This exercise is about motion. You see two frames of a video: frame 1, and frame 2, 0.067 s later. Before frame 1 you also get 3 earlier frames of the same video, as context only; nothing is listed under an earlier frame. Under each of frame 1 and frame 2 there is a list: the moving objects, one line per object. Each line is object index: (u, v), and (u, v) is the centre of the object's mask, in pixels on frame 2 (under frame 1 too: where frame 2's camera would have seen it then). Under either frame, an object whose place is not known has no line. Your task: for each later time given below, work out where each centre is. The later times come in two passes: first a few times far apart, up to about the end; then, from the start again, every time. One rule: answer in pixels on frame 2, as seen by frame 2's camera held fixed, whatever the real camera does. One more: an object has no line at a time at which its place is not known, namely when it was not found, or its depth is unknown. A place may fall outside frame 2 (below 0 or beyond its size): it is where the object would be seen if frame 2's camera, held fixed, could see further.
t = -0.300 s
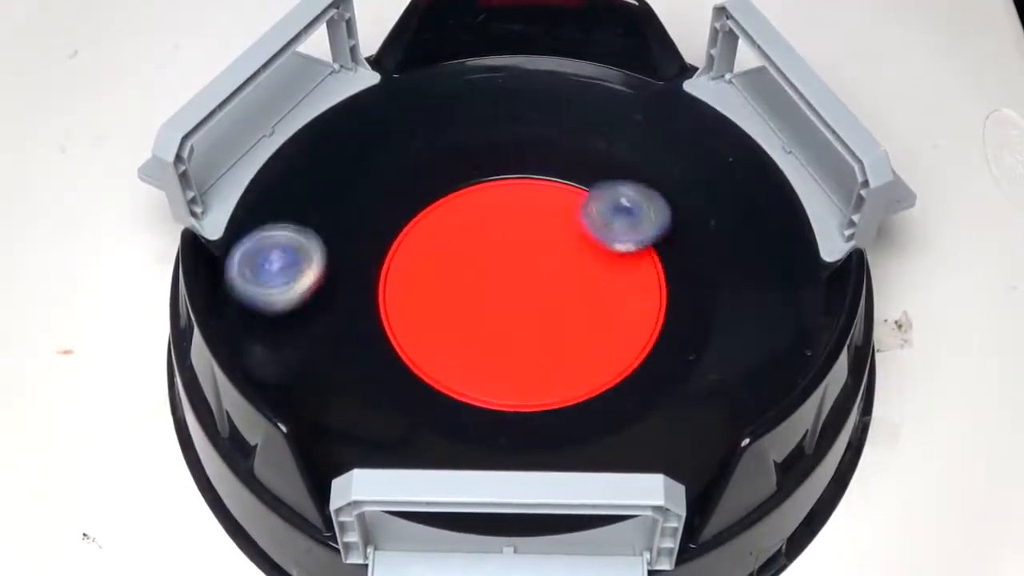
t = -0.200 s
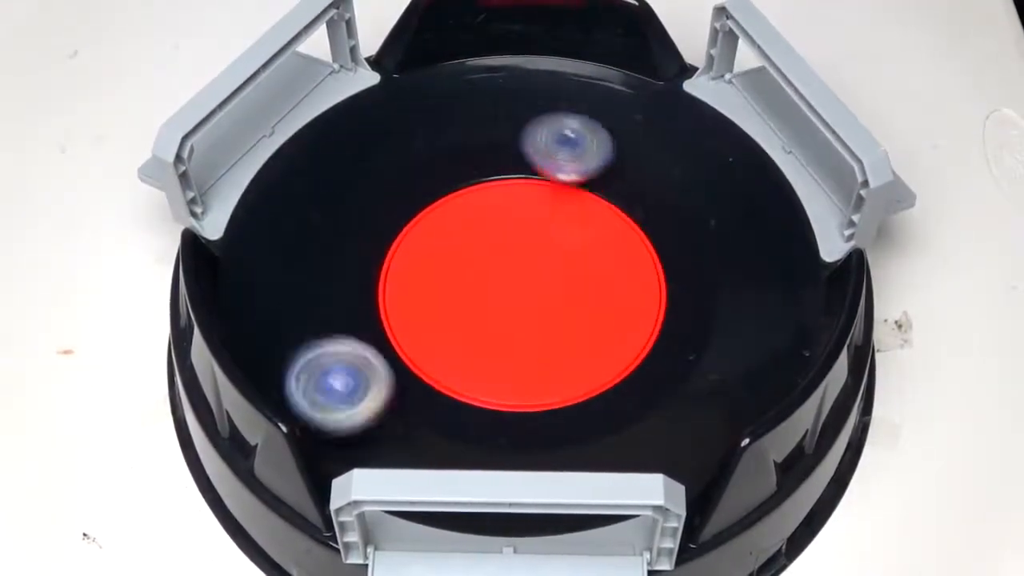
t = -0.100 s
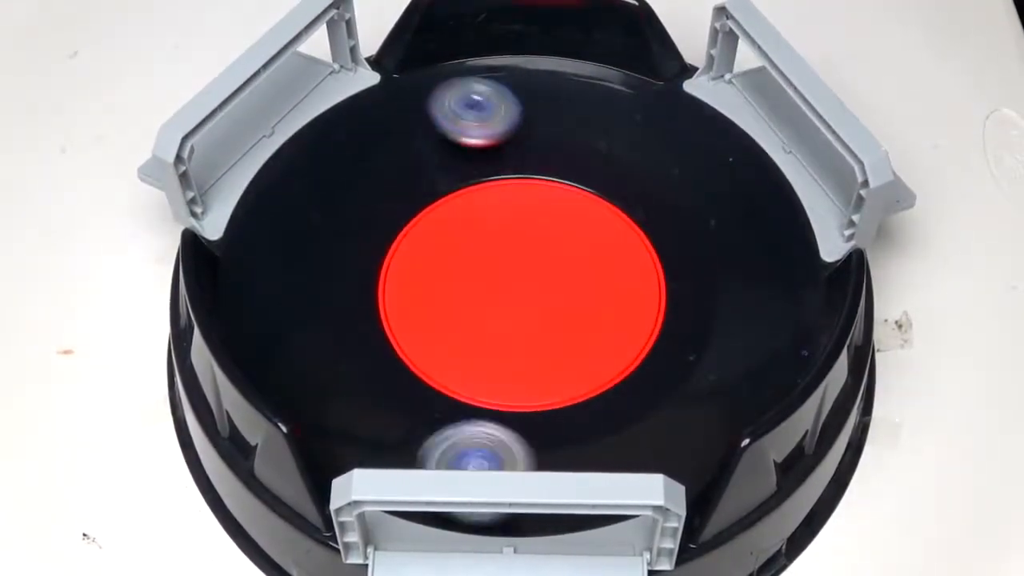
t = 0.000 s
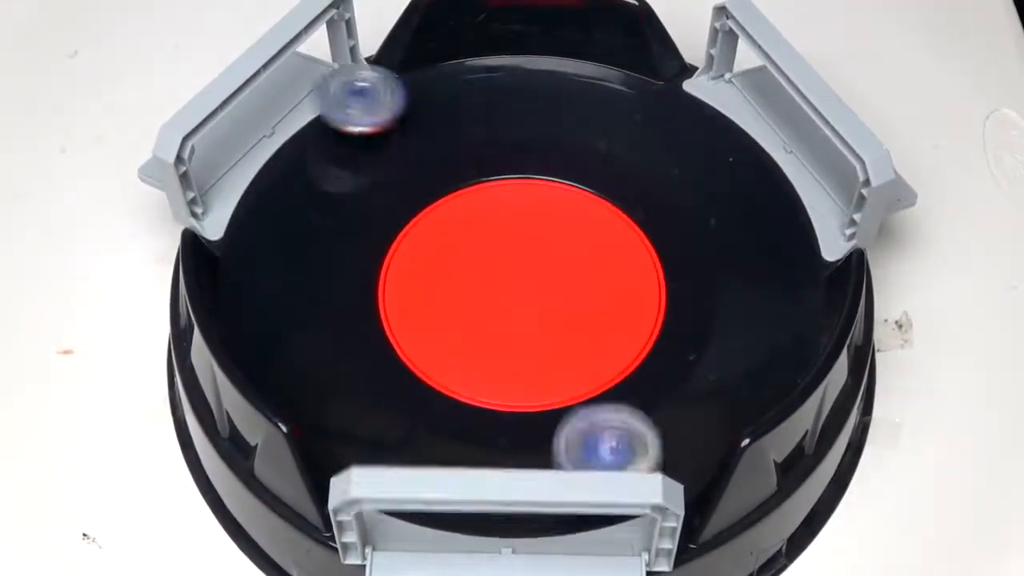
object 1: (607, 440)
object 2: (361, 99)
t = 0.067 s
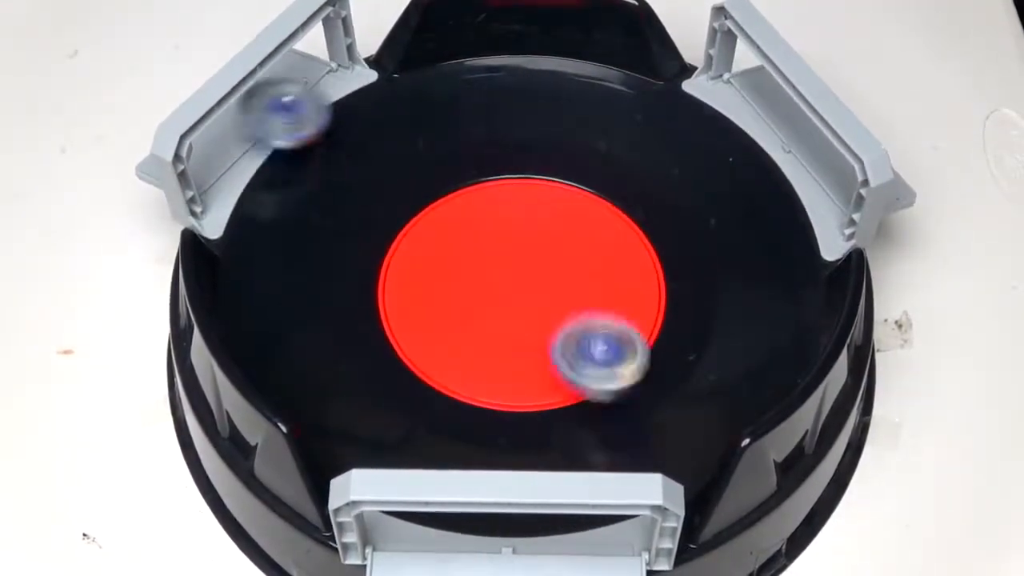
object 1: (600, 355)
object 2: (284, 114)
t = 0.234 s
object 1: (537, 142)
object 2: (360, 255)
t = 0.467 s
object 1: (338, 113)
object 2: (658, 318)
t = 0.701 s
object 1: (329, 270)
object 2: (715, 137)
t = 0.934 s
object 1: (664, 319)
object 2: (500, 131)
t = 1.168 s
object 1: (782, 155)
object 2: (388, 319)
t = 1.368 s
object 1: (669, 107)
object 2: (614, 345)
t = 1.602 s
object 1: (476, 238)
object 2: (586, 173)
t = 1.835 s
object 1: (469, 410)
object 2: (377, 249)
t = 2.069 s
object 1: (600, 457)
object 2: (541, 372)
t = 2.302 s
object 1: (665, 373)
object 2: (657, 242)
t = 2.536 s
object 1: (555, 215)
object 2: (475, 157)
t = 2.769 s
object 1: (517, 273)
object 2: (243, 150)
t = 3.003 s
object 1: (630, 330)
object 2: (436, 179)
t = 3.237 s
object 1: (614, 190)
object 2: (529, 177)
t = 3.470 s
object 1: (497, 199)
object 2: (410, 134)
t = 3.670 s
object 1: (420, 336)
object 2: (491, 202)
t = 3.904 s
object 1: (654, 336)
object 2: (531, 263)
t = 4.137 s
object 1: (672, 303)
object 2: (490, 238)
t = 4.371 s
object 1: (553, 232)
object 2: (480, 369)
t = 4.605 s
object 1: (373, 237)
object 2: (569, 382)
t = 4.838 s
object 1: (296, 293)
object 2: (520, 420)
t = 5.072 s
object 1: (384, 341)
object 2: (500, 384)
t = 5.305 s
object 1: (464, 290)
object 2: (578, 353)
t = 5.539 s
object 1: (619, 274)
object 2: (639, 180)
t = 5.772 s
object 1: (700, 157)
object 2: (514, 108)
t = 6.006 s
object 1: (688, 113)
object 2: (382, 134)
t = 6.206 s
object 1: (609, 201)
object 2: (343, 231)
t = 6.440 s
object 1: (450, 255)
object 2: (412, 343)
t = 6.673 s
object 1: (366, 353)
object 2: (539, 379)
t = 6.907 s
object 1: (307, 354)
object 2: (654, 300)
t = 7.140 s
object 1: (348, 315)
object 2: (624, 196)
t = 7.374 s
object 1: (409, 319)
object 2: (434, 169)
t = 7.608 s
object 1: (563, 460)
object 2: (545, 92)
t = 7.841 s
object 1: (622, 368)
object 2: (583, 127)
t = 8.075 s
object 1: (582, 240)
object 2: (616, 165)
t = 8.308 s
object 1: (436, 198)
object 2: (592, 201)
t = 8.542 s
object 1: (331, 270)
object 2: (442, 243)
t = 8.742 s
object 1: (285, 318)
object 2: (450, 352)
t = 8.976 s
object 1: (319, 301)
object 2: (579, 377)
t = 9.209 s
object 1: (388, 303)
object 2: (672, 270)
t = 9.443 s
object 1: (577, 323)
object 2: (651, 215)
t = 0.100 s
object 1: (595, 317)
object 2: (267, 138)
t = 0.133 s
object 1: (591, 262)
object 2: (248, 167)
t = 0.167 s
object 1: (582, 221)
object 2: (265, 192)
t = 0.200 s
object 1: (565, 183)
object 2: (304, 221)
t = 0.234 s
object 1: (537, 142)
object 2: (360, 255)
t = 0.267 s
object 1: (513, 121)
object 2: (405, 282)
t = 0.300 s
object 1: (488, 106)
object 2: (452, 304)
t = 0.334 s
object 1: (453, 88)
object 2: (507, 327)
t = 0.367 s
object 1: (426, 78)
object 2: (549, 340)
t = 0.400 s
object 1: (400, 83)
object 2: (594, 349)
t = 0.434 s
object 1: (365, 99)
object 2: (643, 345)
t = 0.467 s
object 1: (338, 113)
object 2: (658, 318)
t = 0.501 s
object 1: (312, 126)
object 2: (670, 301)
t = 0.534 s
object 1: (277, 146)
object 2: (686, 267)
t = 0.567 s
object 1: (255, 164)
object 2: (695, 247)
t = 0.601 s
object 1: (254, 185)
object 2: (704, 221)
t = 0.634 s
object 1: (281, 218)
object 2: (715, 188)
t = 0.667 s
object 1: (303, 243)
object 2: (717, 162)
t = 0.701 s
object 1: (329, 270)
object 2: (715, 137)
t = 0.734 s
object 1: (368, 296)
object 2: (706, 103)
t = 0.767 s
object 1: (402, 312)
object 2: (688, 88)
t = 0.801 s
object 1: (445, 328)
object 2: (658, 94)
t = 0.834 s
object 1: (511, 347)
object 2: (616, 101)
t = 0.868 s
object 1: (566, 353)
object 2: (581, 107)
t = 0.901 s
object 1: (623, 356)
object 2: (544, 115)
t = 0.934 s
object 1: (664, 319)
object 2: (500, 131)
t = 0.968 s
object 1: (690, 302)
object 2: (469, 146)
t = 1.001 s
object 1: (717, 280)
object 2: (443, 163)
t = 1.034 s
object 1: (750, 251)
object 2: (412, 193)
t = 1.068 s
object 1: (766, 230)
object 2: (393, 219)
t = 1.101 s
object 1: (780, 204)
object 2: (378, 248)
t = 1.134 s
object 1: (791, 172)
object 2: (377, 289)
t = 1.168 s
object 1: (782, 155)
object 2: (388, 319)
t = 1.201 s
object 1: (766, 139)
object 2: (414, 345)
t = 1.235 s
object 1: (745, 121)
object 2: (457, 369)
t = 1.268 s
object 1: (731, 107)
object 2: (496, 376)
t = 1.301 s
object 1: (718, 93)
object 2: (534, 376)
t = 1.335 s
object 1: (692, 99)
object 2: (583, 364)
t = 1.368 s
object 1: (669, 107)
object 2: (614, 345)
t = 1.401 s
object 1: (645, 119)
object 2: (638, 321)
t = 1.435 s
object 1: (610, 137)
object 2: (657, 284)
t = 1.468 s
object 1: (588, 151)
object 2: (659, 256)
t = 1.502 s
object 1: (567, 170)
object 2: (655, 231)
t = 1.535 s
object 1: (531, 192)
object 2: (634, 204)
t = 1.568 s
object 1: (502, 212)
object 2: (612, 188)
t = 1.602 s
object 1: (476, 238)
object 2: (586, 173)
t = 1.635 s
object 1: (446, 273)
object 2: (543, 158)
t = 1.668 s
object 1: (428, 303)
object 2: (509, 150)
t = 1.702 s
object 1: (413, 339)
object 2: (476, 156)
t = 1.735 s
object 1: (423, 359)
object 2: (436, 173)
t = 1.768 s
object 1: (440, 377)
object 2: (409, 190)
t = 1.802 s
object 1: (453, 389)
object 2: (390, 213)
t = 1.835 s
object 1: (469, 410)
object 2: (377, 249)
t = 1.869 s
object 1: (480, 425)
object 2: (378, 278)
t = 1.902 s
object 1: (495, 435)
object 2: (387, 305)
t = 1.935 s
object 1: (519, 445)
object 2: (413, 338)
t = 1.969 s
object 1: (539, 452)
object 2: (440, 355)
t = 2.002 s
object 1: (559, 458)
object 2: (469, 367)
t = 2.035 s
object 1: (586, 461)
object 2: (511, 373)
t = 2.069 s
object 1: (600, 457)
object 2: (541, 372)
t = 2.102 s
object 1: (613, 452)
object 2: (571, 366)
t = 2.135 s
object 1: (629, 446)
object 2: (608, 350)
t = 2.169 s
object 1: (641, 441)
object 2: (629, 335)
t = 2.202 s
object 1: (653, 434)
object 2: (646, 317)
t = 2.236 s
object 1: (664, 417)
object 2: (660, 290)
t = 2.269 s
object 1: (667, 399)
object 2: (664, 270)
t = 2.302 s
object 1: (665, 373)
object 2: (657, 242)
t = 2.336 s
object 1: (657, 354)
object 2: (646, 219)
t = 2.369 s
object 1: (647, 336)
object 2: (631, 197)
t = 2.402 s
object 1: (627, 316)
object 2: (600, 171)
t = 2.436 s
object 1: (614, 293)
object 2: (574, 158)
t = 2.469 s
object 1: (603, 268)
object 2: (545, 151)
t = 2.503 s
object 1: (579, 237)
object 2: (504, 151)
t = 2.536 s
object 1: (555, 215)
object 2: (475, 157)
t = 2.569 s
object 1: (538, 202)
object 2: (438, 160)
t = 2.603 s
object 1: (548, 215)
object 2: (367, 151)
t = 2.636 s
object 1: (549, 224)
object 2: (320, 146)
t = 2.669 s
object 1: (545, 233)
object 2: (279, 142)
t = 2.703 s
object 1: (532, 246)
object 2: (248, 145)
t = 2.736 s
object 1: (524, 258)
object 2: (231, 157)
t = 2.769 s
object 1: (517, 273)
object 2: (243, 150)
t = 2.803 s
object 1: (515, 295)
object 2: (268, 154)
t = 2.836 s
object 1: (520, 311)
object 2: (288, 155)
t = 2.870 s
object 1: (531, 326)
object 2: (312, 161)
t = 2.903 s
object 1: (555, 340)
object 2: (345, 166)
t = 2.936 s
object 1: (577, 345)
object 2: (373, 171)
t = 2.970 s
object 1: (600, 344)
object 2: (400, 175)
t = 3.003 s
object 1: (630, 330)
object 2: (436, 179)
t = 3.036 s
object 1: (645, 313)
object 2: (459, 181)
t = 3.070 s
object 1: (654, 294)
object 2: (477, 178)
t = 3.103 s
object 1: (660, 267)
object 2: (496, 176)
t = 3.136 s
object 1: (661, 247)
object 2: (508, 175)
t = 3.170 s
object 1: (654, 230)
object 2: (518, 176)
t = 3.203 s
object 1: (635, 206)
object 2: (526, 177)
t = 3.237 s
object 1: (614, 190)
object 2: (529, 177)
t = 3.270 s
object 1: (613, 185)
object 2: (508, 167)
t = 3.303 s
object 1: (611, 185)
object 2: (474, 153)
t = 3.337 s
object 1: (602, 186)
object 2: (454, 145)
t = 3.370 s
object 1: (585, 186)
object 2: (437, 137)
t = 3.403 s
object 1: (555, 186)
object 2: (419, 132)
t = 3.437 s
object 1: (526, 191)
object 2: (412, 130)
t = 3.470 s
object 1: (497, 199)
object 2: (410, 134)
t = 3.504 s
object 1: (457, 219)
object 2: (414, 143)
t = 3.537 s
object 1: (431, 238)
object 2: (424, 153)
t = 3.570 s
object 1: (405, 263)
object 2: (437, 161)
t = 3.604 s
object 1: (381, 301)
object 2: (461, 175)
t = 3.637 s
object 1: (392, 317)
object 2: (477, 188)
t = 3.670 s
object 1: (420, 336)
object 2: (491, 202)
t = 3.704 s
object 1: (459, 359)
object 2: (504, 224)
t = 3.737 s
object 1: (490, 372)
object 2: (511, 239)
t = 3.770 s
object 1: (523, 374)
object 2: (517, 255)
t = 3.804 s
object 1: (566, 365)
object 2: (526, 271)
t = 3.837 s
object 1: (593, 354)
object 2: (535, 284)
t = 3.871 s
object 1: (619, 342)
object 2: (538, 280)
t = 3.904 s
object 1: (654, 336)
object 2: (531, 263)
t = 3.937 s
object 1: (677, 329)
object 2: (528, 249)
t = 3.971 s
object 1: (696, 327)
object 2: (525, 240)
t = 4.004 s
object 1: (710, 320)
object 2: (520, 232)
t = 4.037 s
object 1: (710, 315)
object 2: (516, 228)
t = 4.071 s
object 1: (703, 309)
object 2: (509, 227)
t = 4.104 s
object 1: (687, 304)
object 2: (498, 232)
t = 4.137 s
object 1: (672, 303)
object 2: (490, 238)
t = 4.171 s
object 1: (654, 304)
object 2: (481, 248)
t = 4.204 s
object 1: (631, 301)
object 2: (471, 263)
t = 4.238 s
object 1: (616, 293)
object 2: (466, 278)
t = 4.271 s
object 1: (602, 281)
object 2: (463, 297)
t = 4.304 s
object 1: (587, 260)
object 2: (465, 324)
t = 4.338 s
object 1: (571, 245)
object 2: (470, 346)
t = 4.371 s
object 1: (553, 232)
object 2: (480, 369)
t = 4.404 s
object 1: (522, 217)
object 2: (499, 376)
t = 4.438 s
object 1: (497, 209)
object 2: (517, 379)
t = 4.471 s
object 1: (469, 204)
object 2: (531, 379)
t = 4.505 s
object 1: (427, 204)
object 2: (548, 380)
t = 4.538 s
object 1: (397, 209)
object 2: (558, 380)
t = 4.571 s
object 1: (385, 218)
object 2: (564, 380)
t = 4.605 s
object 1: (373, 237)
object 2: (569, 382)
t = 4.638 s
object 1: (363, 249)
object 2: (569, 384)
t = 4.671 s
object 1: (352, 259)
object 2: (566, 387)
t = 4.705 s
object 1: (339, 267)
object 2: (557, 394)
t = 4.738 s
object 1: (326, 269)
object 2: (548, 401)
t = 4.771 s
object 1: (316, 273)
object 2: (538, 409)
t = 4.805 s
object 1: (303, 284)
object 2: (525, 417)
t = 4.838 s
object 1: (296, 293)
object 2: (520, 420)
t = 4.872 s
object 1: (291, 302)
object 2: (520, 421)
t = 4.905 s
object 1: (294, 316)
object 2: (527, 419)
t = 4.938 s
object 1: (304, 326)
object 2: (531, 415)
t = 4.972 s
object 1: (321, 334)
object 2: (529, 410)
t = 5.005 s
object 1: (345, 342)
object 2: (519, 401)
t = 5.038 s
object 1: (365, 344)
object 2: (509, 392)
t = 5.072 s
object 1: (384, 341)
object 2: (500, 384)
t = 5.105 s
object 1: (402, 328)
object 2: (493, 379)
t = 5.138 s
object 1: (403, 313)
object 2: (503, 382)
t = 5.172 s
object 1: (408, 299)
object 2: (512, 382)
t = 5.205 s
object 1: (420, 287)
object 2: (525, 377)
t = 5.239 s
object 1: (432, 284)
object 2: (538, 373)
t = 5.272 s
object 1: (445, 285)
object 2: (552, 367)
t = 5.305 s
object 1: (464, 290)
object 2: (578, 353)
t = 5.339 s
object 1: (480, 296)
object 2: (600, 338)
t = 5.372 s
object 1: (497, 301)
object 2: (622, 319)
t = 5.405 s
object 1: (524, 303)
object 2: (644, 286)
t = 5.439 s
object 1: (545, 301)
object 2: (654, 258)
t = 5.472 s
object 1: (568, 297)
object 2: (660, 230)
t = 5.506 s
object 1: (598, 286)
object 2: (651, 199)
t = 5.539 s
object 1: (619, 274)
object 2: (639, 180)
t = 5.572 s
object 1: (642, 255)
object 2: (622, 161)
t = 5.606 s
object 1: (656, 237)
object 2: (608, 150)
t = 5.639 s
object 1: (665, 219)
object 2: (593, 141)
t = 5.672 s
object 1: (675, 199)
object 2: (571, 130)
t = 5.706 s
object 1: (686, 186)
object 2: (555, 122)
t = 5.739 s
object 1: (694, 174)
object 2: (538, 116)
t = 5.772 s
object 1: (700, 157)
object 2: (514, 108)
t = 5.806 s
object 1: (702, 146)
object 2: (497, 106)
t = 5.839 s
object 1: (706, 134)
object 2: (479, 106)
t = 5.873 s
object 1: (713, 116)
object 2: (454, 109)
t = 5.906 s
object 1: (714, 105)
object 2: (436, 112)
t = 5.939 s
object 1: (714, 95)
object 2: (418, 117)
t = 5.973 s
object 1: (702, 98)
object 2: (397, 126)
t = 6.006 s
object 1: (688, 113)
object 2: (382, 134)
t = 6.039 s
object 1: (675, 127)
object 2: (370, 145)
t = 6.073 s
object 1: (654, 147)
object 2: (357, 163)
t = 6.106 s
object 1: (640, 162)
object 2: (349, 177)
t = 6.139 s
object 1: (629, 174)
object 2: (344, 193)
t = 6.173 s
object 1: (616, 191)
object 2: (341, 215)
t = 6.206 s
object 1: (609, 201)
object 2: (343, 231)
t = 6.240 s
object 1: (597, 208)
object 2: (347, 246)
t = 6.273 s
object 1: (575, 218)
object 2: (356, 266)
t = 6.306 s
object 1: (555, 223)
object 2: (366, 281)
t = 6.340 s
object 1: (532, 228)
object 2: (378, 295)
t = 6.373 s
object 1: (500, 234)
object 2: (391, 318)
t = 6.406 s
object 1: (473, 244)
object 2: (399, 332)
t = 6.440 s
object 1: (450, 255)
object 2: (412, 343)
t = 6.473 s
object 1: (417, 273)
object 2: (430, 357)
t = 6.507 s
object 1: (395, 291)
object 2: (447, 367)
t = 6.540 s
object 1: (383, 308)
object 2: (464, 377)
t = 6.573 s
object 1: (377, 324)
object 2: (487, 380)
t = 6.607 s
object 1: (374, 333)
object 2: (504, 380)
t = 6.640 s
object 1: (372, 343)
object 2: (521, 383)
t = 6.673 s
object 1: (366, 353)
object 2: (539, 379)
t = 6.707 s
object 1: (362, 356)
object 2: (556, 374)
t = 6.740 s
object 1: (355, 358)
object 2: (575, 369)
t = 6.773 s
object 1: (345, 360)
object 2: (599, 362)
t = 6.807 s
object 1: (337, 359)
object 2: (609, 351)
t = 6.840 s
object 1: (326, 359)
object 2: (622, 339)
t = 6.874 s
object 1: (315, 355)
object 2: (644, 320)
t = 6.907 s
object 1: (307, 354)
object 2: (654, 300)
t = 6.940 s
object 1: (305, 351)
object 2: (661, 279)
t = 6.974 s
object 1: (305, 346)
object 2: (662, 256)
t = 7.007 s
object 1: (308, 341)
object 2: (660, 241)
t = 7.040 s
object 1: (314, 336)
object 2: (656, 227)
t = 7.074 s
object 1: (326, 328)
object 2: (646, 213)
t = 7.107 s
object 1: (337, 322)
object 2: (638, 204)
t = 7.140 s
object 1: (348, 315)
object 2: (624, 196)
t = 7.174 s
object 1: (361, 302)
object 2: (595, 182)
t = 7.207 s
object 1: (370, 291)
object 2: (566, 174)
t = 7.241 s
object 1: (380, 279)
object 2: (533, 168)
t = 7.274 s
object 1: (394, 270)
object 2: (485, 166)
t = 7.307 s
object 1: (404, 264)
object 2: (448, 169)
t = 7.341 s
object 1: (414, 264)
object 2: (424, 182)
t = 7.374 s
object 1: (409, 319)
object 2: (434, 169)
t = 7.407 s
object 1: (413, 360)
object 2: (452, 150)
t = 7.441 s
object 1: (433, 401)
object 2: (471, 132)
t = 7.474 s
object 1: (462, 435)
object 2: (495, 115)
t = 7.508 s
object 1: (485, 449)
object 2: (510, 105)
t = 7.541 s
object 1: (511, 457)
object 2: (523, 102)
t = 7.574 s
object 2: (538, 95)
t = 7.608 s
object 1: (563, 460)
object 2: (545, 92)
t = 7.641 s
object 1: (580, 458)
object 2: (553, 94)
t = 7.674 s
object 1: (599, 451)
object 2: (561, 96)
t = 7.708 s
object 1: (606, 445)
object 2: (566, 98)
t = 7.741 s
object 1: (612, 432)
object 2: (570, 102)
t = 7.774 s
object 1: (622, 408)
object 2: (576, 110)
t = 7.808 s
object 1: (622, 389)
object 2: (579, 118)
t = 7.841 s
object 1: (622, 368)
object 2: (583, 127)
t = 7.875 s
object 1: (617, 341)
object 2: (587, 140)
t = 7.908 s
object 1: (614, 325)
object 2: (590, 151)
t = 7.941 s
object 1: (612, 304)
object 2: (593, 160)
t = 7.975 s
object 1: (609, 272)
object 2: (598, 174)
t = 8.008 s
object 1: (606, 257)
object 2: (603, 178)
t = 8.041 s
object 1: (596, 250)
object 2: (608, 171)
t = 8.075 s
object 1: (582, 240)
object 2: (616, 165)
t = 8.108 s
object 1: (569, 229)
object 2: (620, 162)
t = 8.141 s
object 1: (554, 219)
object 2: (625, 163)
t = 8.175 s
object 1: (530, 206)
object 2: (624, 170)
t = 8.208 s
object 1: (510, 199)
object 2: (621, 178)
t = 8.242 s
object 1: (486, 197)
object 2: (614, 186)
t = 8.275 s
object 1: (456, 197)
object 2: (604, 195)
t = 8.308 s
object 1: (436, 198)
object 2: (592, 201)
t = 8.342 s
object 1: (427, 210)
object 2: (577, 205)
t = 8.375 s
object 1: (410, 221)
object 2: (550, 209)
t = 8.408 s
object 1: (395, 226)
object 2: (526, 212)
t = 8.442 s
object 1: (387, 233)
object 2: (497, 215)
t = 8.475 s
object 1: (374, 246)
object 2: (463, 225)
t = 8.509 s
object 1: (354, 253)
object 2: (450, 231)
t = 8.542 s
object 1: (331, 270)
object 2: (442, 243)
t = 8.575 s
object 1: (306, 287)
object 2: (432, 263)
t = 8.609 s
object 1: (295, 298)
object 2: (424, 281)
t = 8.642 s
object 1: (289, 306)
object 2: (418, 302)
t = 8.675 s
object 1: (287, 313)
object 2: (424, 334)
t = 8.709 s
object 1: (285, 315)
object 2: (432, 345)
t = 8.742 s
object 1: (285, 318)
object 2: (450, 352)
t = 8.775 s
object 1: (288, 317)
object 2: (475, 364)
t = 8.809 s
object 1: (292, 318)
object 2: (491, 371)
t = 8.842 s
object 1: (295, 316)
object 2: (509, 377)
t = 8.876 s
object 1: (302, 314)
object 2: (535, 385)
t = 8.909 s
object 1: (306, 310)
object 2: (549, 385)
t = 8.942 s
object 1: (312, 306)
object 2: (570, 382)
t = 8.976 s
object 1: (319, 301)
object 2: (579, 377)
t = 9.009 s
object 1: (328, 299)
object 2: (591, 368)
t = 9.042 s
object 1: (341, 299)
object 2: (614, 350)
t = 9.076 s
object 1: (351, 298)
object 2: (633, 335)
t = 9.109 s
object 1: (359, 298)
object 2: (649, 320)
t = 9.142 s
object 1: (369, 299)
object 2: (664, 293)
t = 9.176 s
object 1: (377, 301)
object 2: (670, 281)
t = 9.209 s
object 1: (388, 303)
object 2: (672, 270)
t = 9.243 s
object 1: (410, 303)
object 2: (666, 257)
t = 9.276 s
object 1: (433, 308)
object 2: (666, 249)
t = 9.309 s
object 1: (456, 309)
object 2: (664, 241)
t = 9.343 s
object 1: (487, 315)
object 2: (658, 234)
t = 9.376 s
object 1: (512, 319)
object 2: (656, 227)
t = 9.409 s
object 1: (538, 324)
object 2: (653, 221)
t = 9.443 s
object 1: (577, 323)
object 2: (651, 215)
